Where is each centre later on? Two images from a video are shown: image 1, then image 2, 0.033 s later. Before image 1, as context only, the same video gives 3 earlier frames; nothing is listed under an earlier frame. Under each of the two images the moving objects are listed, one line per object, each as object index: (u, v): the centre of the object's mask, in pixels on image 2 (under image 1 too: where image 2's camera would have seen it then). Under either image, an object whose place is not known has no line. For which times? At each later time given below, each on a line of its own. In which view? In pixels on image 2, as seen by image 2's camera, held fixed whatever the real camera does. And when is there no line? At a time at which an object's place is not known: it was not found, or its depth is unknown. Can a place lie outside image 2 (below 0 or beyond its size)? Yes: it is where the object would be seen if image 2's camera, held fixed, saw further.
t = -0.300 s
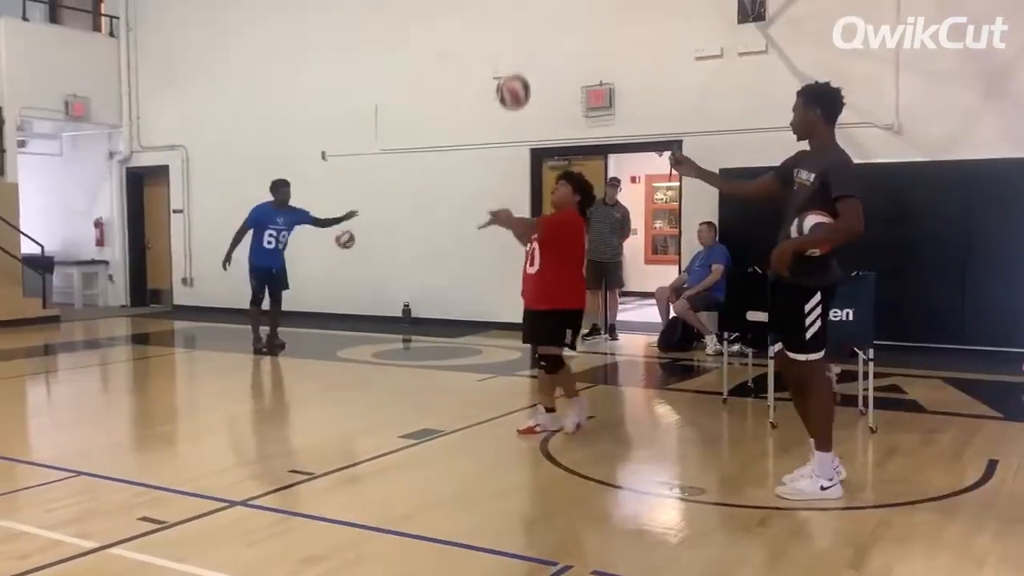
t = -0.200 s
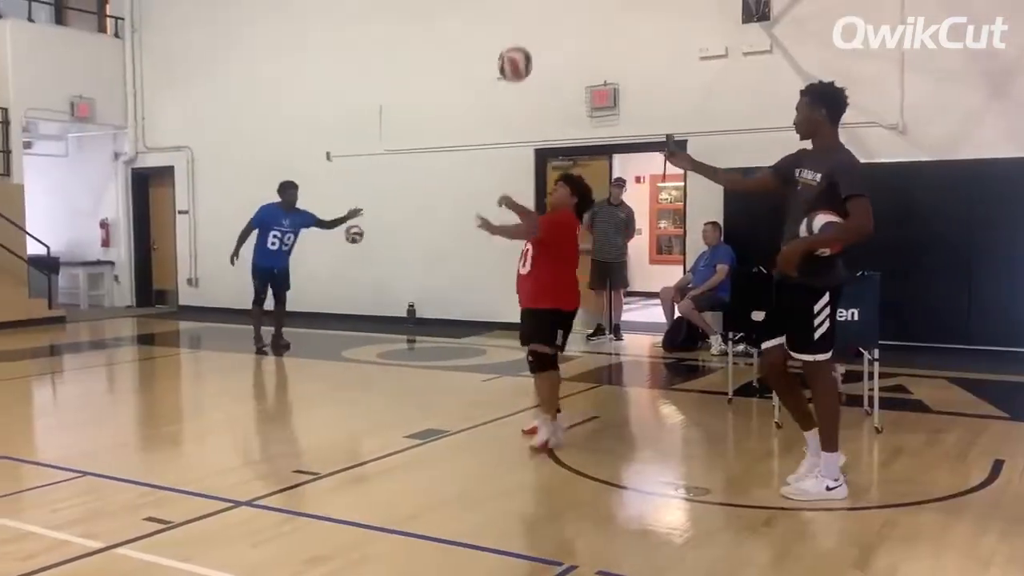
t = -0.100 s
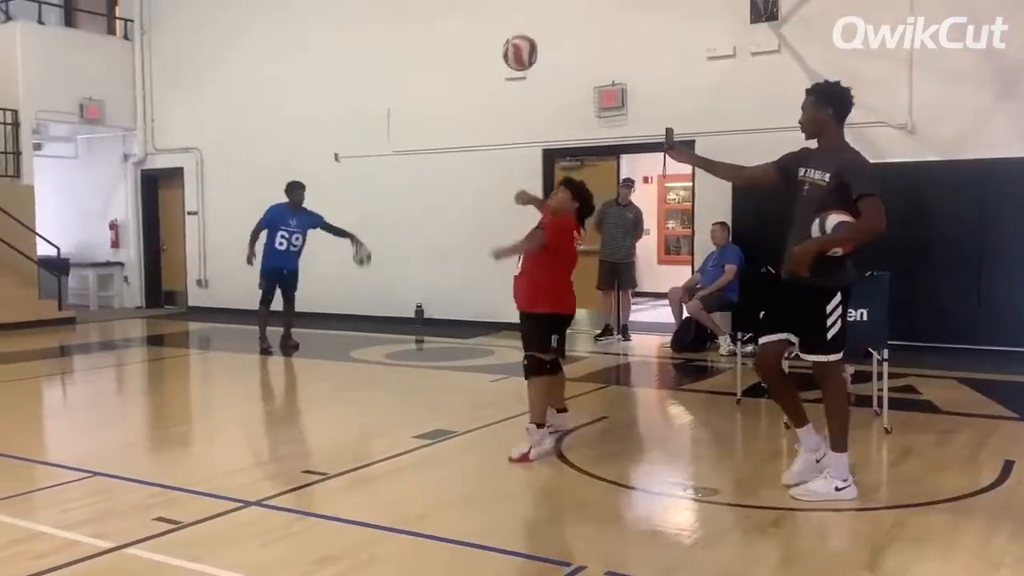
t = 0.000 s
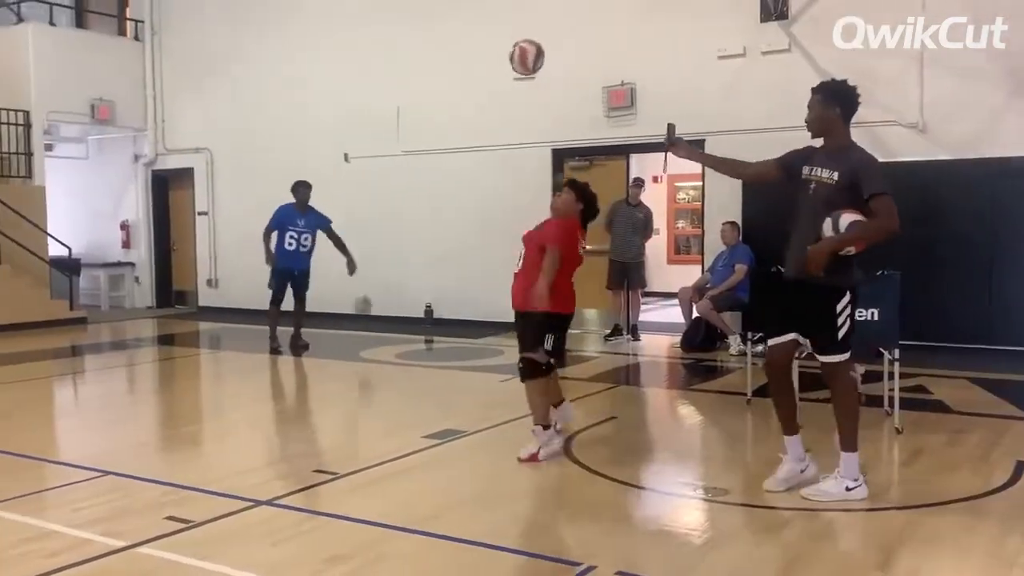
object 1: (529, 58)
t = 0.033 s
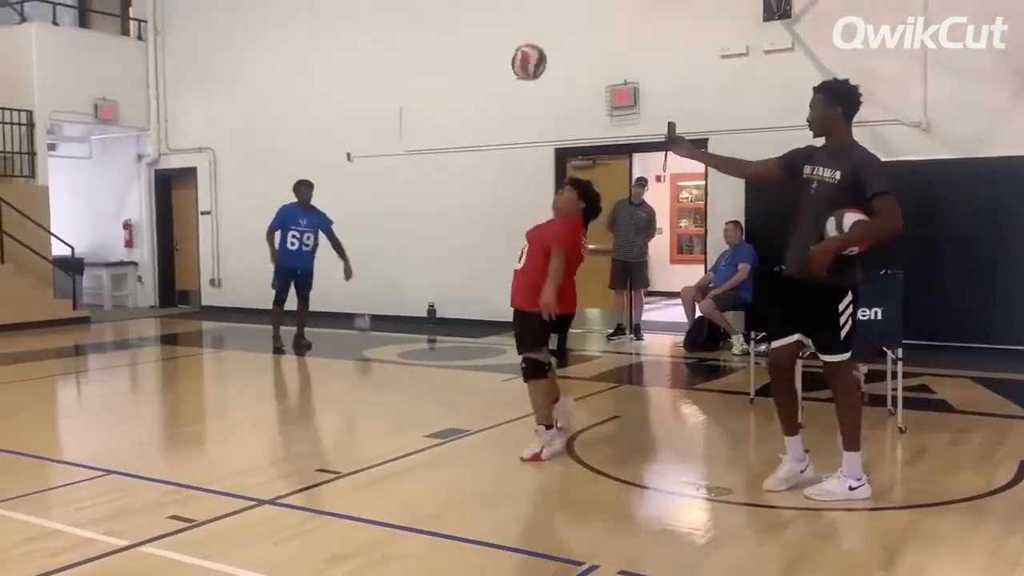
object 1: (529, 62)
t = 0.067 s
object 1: (528, 69)
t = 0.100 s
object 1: (527, 78)
